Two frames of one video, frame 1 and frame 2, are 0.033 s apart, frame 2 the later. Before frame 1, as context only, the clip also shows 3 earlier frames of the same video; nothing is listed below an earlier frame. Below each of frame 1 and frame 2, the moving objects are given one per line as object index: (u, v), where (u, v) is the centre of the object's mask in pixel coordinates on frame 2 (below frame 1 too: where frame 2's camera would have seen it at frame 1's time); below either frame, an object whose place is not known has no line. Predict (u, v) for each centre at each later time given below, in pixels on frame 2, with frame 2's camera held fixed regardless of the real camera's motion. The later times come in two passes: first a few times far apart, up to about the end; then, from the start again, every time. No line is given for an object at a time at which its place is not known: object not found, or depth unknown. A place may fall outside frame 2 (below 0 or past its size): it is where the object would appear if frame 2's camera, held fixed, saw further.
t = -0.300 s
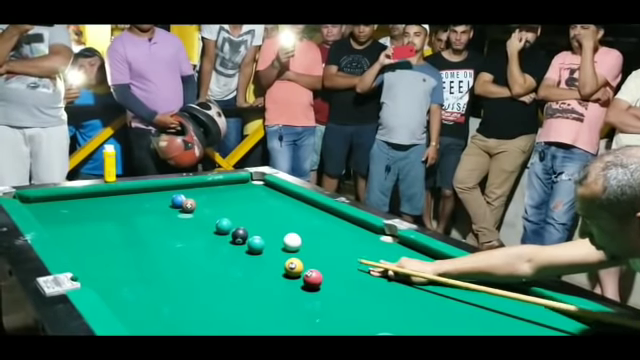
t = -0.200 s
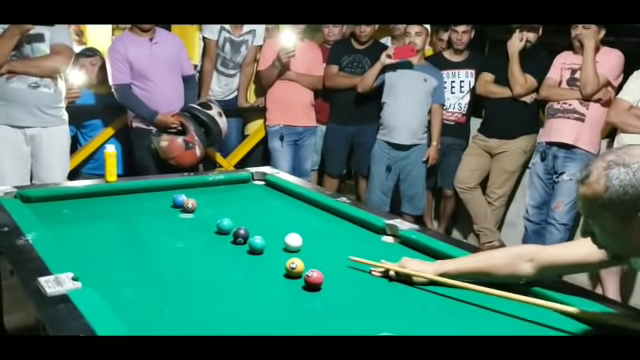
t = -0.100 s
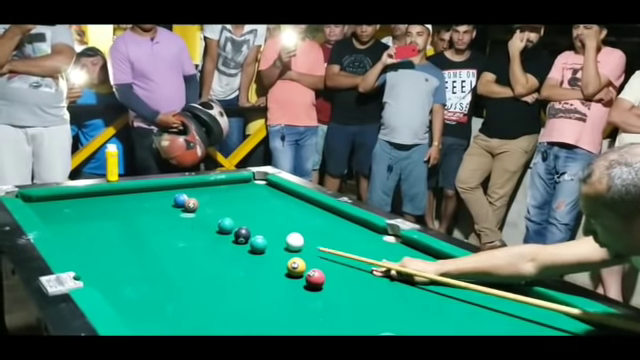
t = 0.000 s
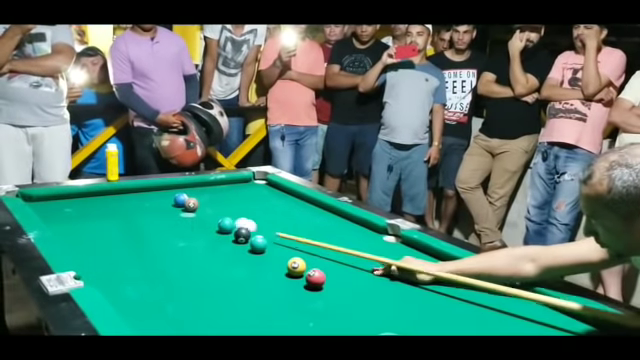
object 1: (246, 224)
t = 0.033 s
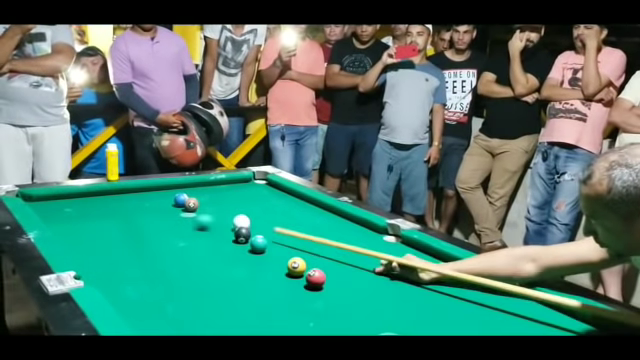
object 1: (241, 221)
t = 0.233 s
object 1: (235, 209)
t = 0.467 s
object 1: (230, 195)
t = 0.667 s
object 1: (226, 186)
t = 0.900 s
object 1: (237, 183)
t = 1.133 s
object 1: (264, 188)
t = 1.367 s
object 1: (290, 193)
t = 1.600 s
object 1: (298, 198)
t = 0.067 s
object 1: (240, 219)
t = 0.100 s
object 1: (239, 217)
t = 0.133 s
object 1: (238, 215)
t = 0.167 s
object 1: (237, 213)
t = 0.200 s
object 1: (236, 211)
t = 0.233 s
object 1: (235, 209)
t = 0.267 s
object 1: (234, 207)
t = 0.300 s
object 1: (233, 204)
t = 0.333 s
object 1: (233, 202)
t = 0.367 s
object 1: (232, 201)
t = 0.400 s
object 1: (231, 199)
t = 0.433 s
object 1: (230, 197)
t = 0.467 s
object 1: (230, 195)
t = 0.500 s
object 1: (229, 193)
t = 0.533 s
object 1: (228, 192)
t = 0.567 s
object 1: (227, 190)
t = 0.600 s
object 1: (227, 189)
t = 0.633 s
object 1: (226, 187)
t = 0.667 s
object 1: (226, 186)
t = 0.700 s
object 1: (225, 184)
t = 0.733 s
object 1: (224, 183)
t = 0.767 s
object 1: (224, 182)
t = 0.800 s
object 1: (225, 181)
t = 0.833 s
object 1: (229, 182)
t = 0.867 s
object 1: (233, 183)
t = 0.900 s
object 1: (237, 183)
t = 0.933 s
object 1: (241, 184)
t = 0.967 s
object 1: (245, 185)
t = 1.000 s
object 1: (249, 185)
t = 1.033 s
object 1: (253, 186)
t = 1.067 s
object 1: (257, 187)
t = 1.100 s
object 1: (260, 187)
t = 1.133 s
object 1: (264, 188)
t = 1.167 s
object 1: (268, 189)
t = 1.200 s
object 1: (272, 189)
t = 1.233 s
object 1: (276, 190)
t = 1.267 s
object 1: (279, 191)
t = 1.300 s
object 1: (283, 191)
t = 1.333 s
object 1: (286, 192)
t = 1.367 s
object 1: (290, 193)
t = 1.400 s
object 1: (294, 193)
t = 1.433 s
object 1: (295, 194)
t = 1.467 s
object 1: (296, 195)
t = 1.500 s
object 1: (296, 196)
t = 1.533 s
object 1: (297, 196)
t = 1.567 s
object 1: (297, 197)
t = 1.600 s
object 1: (298, 198)
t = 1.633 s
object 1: (299, 199)
